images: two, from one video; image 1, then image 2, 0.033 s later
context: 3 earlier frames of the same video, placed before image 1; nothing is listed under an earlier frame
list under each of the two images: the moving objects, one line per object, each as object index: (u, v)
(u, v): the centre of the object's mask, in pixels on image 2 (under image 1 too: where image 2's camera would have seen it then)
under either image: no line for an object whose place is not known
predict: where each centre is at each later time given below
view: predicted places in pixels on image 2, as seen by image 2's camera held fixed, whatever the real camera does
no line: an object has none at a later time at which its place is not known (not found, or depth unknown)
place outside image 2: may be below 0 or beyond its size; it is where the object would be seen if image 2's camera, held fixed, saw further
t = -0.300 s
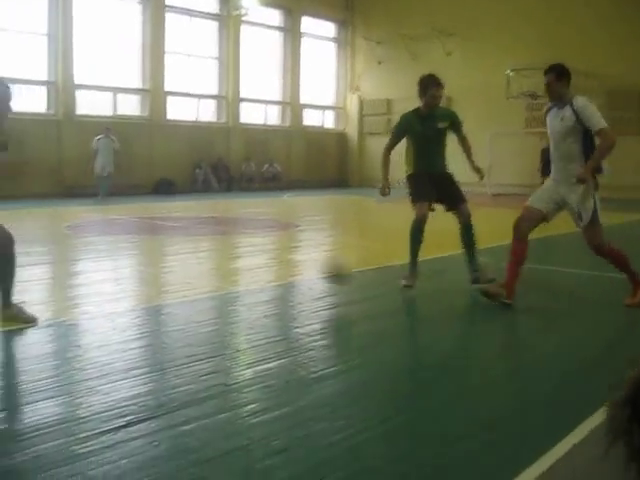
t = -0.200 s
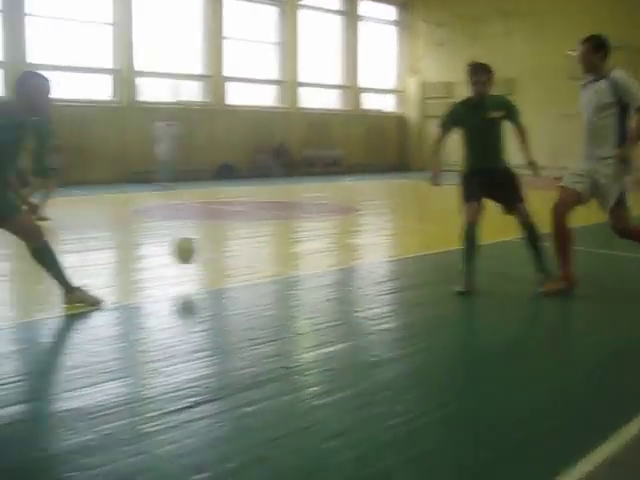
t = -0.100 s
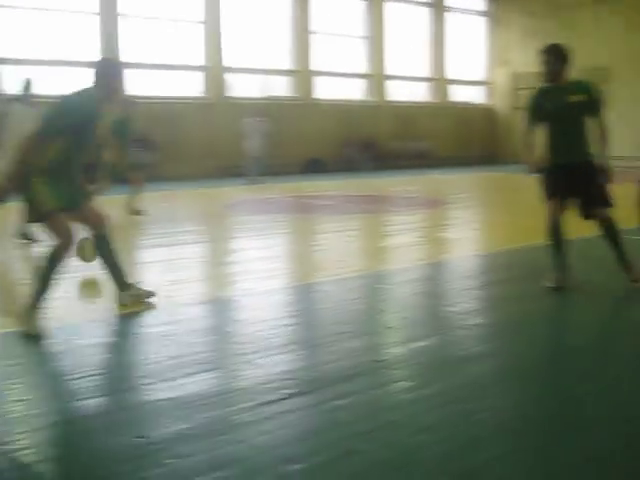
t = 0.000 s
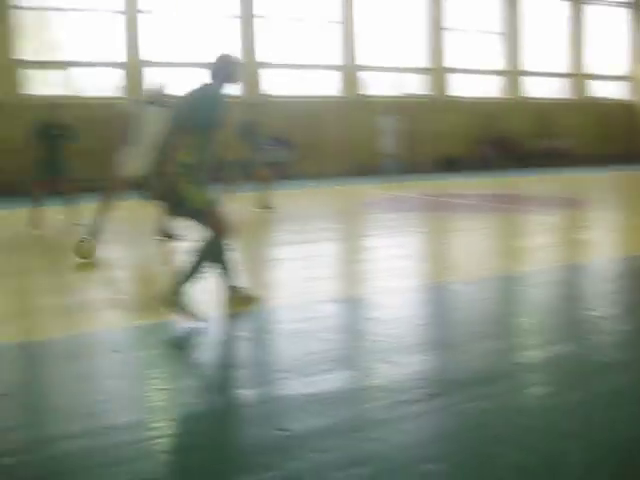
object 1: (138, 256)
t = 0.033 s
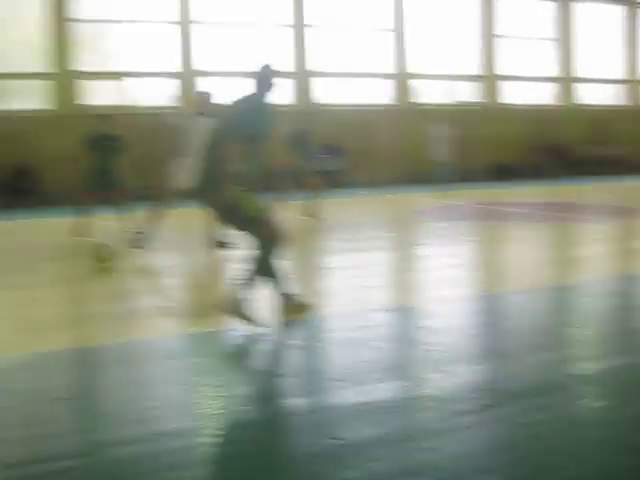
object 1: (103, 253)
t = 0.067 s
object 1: (71, 251)
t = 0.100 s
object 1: (39, 251)
